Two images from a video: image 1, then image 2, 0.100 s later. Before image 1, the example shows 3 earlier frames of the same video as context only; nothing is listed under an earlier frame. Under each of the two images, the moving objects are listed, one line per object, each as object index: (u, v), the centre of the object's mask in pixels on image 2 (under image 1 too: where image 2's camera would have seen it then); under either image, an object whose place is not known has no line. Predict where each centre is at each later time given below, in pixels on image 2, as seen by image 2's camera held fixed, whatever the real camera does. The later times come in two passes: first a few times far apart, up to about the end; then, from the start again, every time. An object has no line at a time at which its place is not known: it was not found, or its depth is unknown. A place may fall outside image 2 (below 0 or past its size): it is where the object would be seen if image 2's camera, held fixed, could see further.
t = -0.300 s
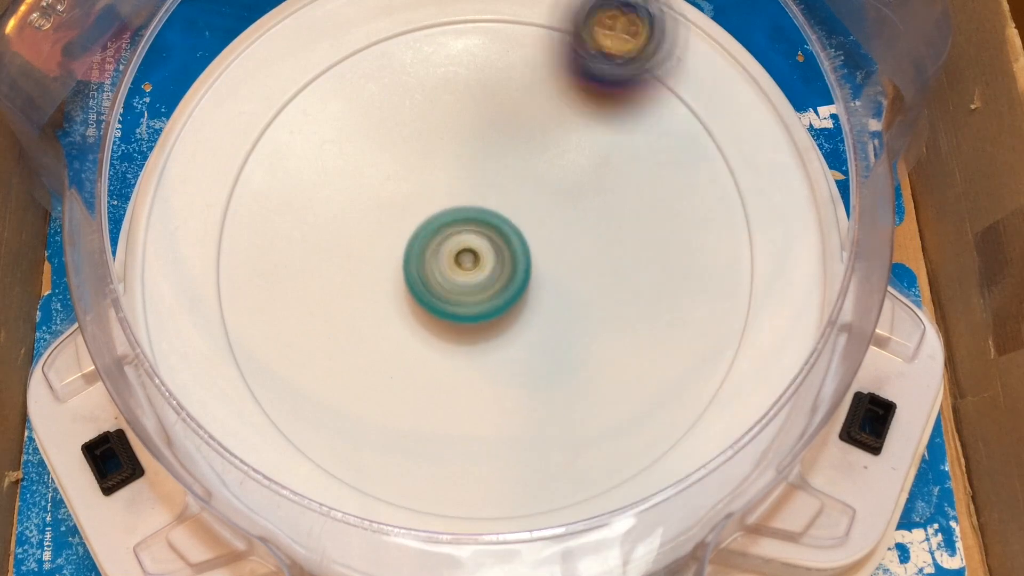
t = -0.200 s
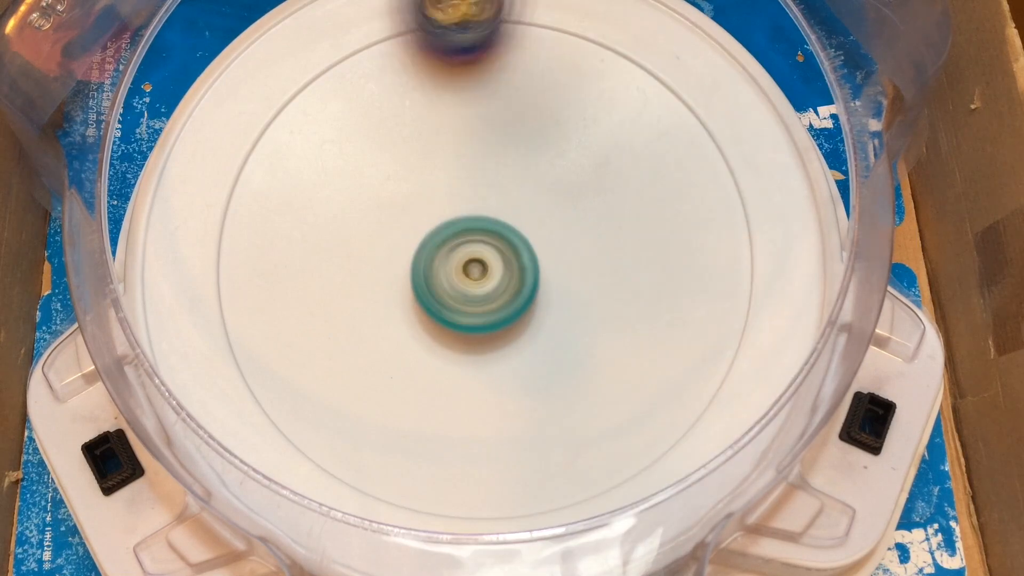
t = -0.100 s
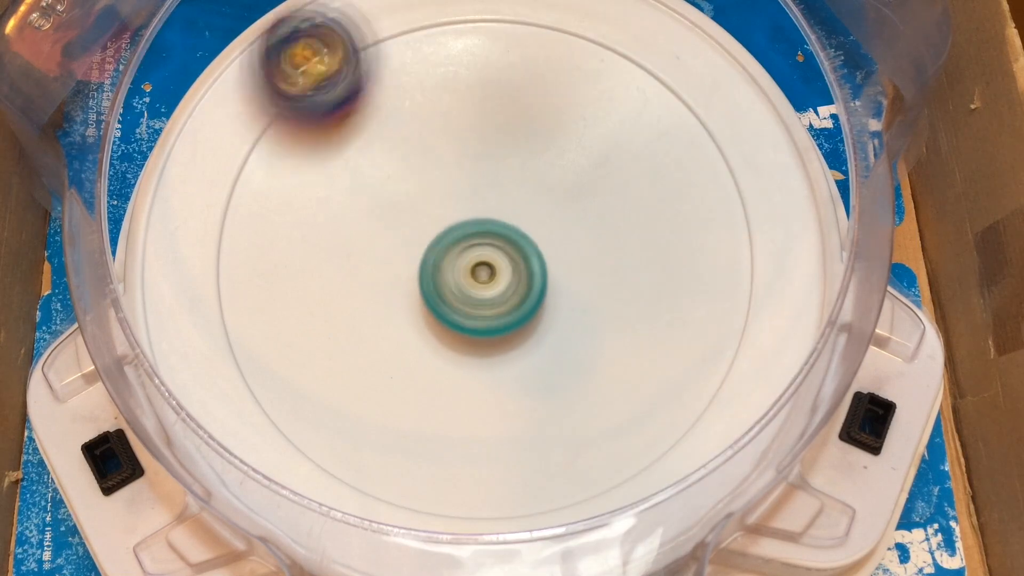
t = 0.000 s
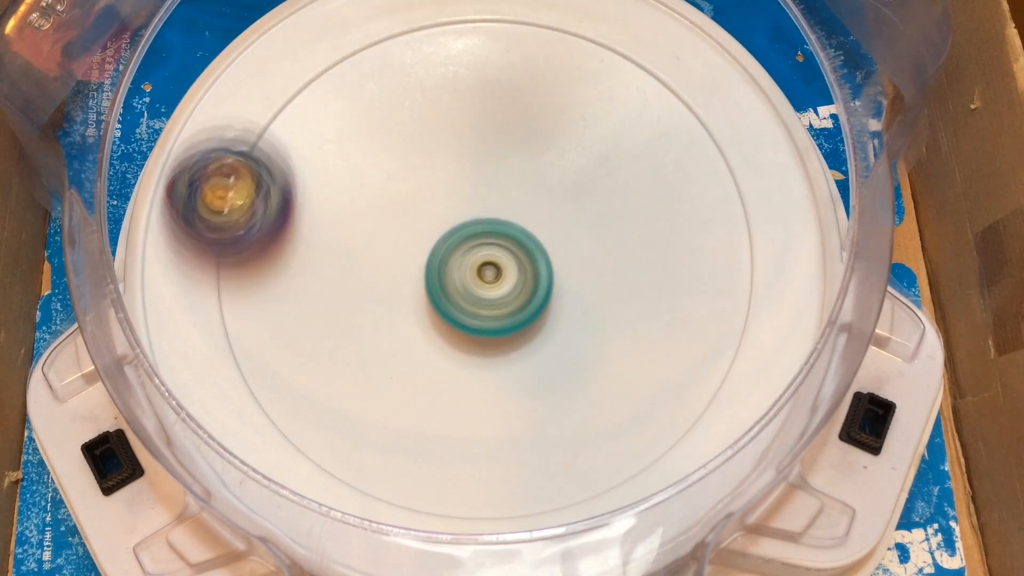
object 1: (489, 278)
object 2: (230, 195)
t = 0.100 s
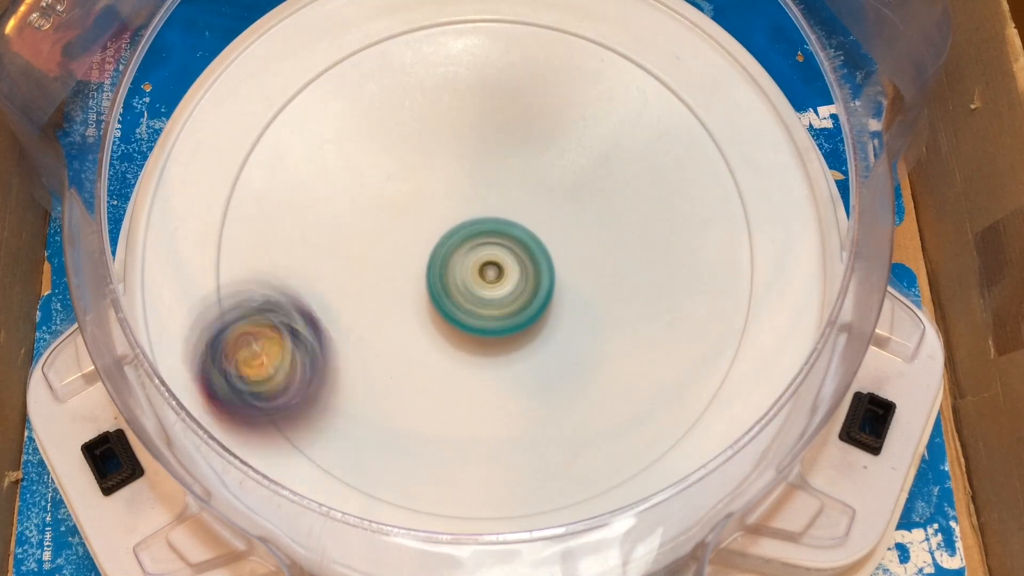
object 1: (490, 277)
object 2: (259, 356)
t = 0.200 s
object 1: (488, 275)
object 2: (404, 459)
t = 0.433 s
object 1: (473, 278)
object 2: (722, 311)
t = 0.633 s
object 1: (453, 272)
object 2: (648, 62)
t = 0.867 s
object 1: (443, 252)
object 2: (333, 51)
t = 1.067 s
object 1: (451, 232)
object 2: (231, 320)
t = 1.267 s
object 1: (464, 222)
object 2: (490, 480)
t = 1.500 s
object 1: (472, 225)
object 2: (730, 273)
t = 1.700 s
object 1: (471, 225)
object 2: (606, 52)
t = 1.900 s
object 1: (470, 223)
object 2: (340, 49)
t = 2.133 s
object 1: (475, 223)
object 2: (237, 336)
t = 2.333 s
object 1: (478, 224)
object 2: (502, 466)
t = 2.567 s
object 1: (475, 228)
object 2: (708, 243)
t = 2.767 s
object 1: (468, 233)
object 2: (584, 45)
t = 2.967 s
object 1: (461, 238)
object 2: (339, 53)
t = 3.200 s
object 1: (458, 241)
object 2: (258, 331)
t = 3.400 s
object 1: (459, 240)
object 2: (510, 454)
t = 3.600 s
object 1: (460, 236)
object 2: (704, 294)
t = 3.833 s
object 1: (461, 232)
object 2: (597, 59)
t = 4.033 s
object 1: (465, 228)
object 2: (358, 66)
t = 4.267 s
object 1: (469, 226)
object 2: (262, 328)
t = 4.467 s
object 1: (469, 226)
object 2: (485, 458)
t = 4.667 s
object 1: (470, 227)
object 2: (682, 313)
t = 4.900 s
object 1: (470, 228)
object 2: (597, 80)
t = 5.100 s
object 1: (469, 228)
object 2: (372, 61)
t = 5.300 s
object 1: (467, 230)
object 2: (251, 256)
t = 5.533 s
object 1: (464, 232)
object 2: (461, 438)
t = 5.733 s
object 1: (462, 232)
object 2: (666, 321)
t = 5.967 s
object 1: (462, 233)
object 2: (614, 95)
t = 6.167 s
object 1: (462, 231)
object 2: (403, 60)
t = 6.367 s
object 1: (464, 230)
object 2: (273, 235)
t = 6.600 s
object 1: (466, 229)
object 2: (440, 432)
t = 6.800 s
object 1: (467, 230)
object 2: (648, 341)
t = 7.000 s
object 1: (467, 229)
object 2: (640, 151)
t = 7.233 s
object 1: (466, 231)
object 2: (420, 71)
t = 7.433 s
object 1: (465, 232)
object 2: (279, 215)
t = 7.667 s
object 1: (465, 233)
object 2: (413, 411)
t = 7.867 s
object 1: (465, 233)
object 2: (619, 345)
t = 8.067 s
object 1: (464, 232)
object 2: (636, 161)
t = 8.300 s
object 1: (463, 232)
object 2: (441, 71)
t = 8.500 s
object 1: (463, 230)
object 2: (302, 199)
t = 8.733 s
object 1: (466, 229)
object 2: (408, 396)
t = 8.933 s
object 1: (467, 229)
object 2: (610, 355)
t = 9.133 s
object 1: (468, 228)
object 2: (637, 182)
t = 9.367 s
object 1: (468, 229)
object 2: (457, 86)
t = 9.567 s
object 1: (467, 230)
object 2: (310, 191)
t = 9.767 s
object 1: (466, 231)
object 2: (356, 367)
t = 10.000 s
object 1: (464, 232)
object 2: (582, 360)
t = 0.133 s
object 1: (490, 277)
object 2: (297, 399)
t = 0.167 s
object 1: (489, 276)
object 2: (349, 437)
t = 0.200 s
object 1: (488, 275)
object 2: (404, 459)
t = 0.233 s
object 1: (487, 275)
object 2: (464, 466)
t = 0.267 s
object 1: (485, 275)
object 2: (524, 464)
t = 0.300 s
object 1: (484, 276)
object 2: (580, 449)
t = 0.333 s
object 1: (482, 276)
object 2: (628, 426)
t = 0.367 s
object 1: (479, 277)
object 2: (670, 392)
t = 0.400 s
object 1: (476, 278)
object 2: (701, 354)
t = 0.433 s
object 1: (473, 278)
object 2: (722, 311)
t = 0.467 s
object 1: (470, 278)
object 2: (735, 265)
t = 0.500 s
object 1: (467, 278)
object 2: (736, 218)
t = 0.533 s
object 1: (463, 277)
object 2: (726, 172)
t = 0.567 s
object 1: (460, 276)
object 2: (709, 132)
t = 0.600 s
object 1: (456, 275)
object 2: (682, 97)
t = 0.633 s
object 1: (453, 272)
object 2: (648, 62)
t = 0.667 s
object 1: (450, 270)
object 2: (609, 41)
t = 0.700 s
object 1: (448, 267)
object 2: (565, 31)
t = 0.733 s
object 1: (446, 264)
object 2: (518, 25)
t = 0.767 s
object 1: (445, 262)
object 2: (470, 24)
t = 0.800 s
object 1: (444, 258)
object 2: (421, 28)
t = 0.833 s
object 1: (443, 255)
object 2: (374, 36)
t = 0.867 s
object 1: (443, 252)
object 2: (333, 51)
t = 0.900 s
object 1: (443, 248)
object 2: (292, 81)
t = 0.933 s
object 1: (444, 245)
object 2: (261, 119)
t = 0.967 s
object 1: (446, 241)
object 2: (236, 164)
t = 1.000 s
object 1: (447, 238)
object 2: (223, 216)
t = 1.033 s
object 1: (449, 235)
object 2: (220, 267)
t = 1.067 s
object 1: (451, 232)
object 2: (231, 320)
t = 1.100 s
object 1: (453, 230)
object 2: (252, 368)
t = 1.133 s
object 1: (455, 227)
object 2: (286, 408)
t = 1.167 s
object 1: (457, 225)
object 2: (327, 440)
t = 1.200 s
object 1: (460, 224)
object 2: (381, 466)
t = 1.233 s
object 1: (462, 223)
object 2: (432, 478)
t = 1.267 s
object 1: (464, 222)
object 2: (490, 480)
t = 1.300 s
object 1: (466, 222)
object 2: (544, 475)
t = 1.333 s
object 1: (467, 222)
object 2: (593, 458)
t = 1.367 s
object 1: (469, 223)
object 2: (640, 433)
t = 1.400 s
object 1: (470, 223)
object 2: (677, 402)
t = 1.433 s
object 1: (471, 224)
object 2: (705, 359)
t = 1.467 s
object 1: (472, 224)
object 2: (722, 316)
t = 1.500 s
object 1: (472, 225)
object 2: (730, 273)
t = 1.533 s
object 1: (472, 225)
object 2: (728, 229)
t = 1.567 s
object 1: (472, 226)
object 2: (718, 186)
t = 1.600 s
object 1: (472, 226)
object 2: (700, 145)
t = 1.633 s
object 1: (471, 225)
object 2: (674, 110)
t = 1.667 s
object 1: (471, 225)
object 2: (642, 78)
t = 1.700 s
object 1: (471, 225)
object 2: (606, 52)
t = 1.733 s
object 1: (470, 225)
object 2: (563, 38)
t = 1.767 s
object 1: (470, 225)
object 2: (519, 32)
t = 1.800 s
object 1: (469, 224)
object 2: (473, 29)
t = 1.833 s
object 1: (469, 224)
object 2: (427, 32)
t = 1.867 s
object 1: (469, 223)
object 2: (383, 39)
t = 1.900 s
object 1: (470, 223)
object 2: (340, 49)
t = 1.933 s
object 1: (470, 223)
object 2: (301, 72)
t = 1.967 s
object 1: (470, 223)
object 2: (267, 108)
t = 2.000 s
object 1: (471, 222)
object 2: (243, 146)
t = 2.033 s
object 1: (472, 222)
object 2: (227, 194)
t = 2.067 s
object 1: (473, 222)
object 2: (218, 242)
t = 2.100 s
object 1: (474, 222)
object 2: (222, 290)
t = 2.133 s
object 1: (475, 223)
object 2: (237, 336)
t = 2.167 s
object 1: (476, 223)
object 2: (262, 378)
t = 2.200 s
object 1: (477, 223)
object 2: (300, 415)
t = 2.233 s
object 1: (477, 223)
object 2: (343, 442)
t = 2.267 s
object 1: (477, 223)
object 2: (398, 461)
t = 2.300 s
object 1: (478, 224)
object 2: (449, 468)
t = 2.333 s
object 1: (478, 224)
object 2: (502, 466)
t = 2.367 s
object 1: (478, 225)
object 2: (555, 453)
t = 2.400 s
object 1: (477, 225)
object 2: (601, 432)
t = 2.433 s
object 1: (477, 226)
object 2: (639, 401)
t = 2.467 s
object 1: (476, 226)
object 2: (669, 365)
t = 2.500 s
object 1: (476, 227)
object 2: (691, 327)
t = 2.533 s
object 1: (475, 227)
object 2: (703, 287)
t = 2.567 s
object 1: (475, 228)
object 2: (708, 243)
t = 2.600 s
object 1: (474, 229)
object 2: (703, 203)
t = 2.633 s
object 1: (473, 230)
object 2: (693, 164)
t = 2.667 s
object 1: (471, 231)
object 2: (676, 128)
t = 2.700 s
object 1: (470, 232)
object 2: (651, 96)
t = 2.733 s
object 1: (469, 232)
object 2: (620, 65)
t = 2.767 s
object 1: (468, 233)
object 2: (584, 45)
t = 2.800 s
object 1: (467, 234)
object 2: (544, 36)
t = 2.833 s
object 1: (465, 235)
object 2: (502, 31)
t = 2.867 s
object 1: (464, 236)
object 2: (459, 30)
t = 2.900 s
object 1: (463, 237)
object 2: (417, 34)
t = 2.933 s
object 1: (462, 238)
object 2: (375, 41)
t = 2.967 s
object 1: (461, 238)
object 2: (339, 53)
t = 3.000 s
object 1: (460, 239)
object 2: (306, 80)
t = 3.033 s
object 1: (460, 240)
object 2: (274, 115)
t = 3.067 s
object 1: (459, 240)
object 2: (254, 152)
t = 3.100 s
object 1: (459, 241)
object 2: (240, 195)
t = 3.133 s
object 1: (458, 241)
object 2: (235, 241)
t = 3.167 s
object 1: (458, 241)
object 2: (241, 287)
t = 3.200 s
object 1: (458, 241)
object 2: (258, 331)
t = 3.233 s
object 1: (458, 241)
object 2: (283, 370)
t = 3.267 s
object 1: (458, 241)
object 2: (317, 403)
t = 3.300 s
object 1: (458, 241)
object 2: (359, 430)
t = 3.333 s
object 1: (458, 240)
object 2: (405, 448)
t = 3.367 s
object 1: (458, 240)
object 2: (456, 456)
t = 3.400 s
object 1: (459, 240)
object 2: (510, 454)
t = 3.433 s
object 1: (459, 239)
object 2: (558, 445)
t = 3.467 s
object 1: (459, 239)
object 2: (599, 425)
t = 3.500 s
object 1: (459, 239)
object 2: (636, 398)
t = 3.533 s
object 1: (459, 238)
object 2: (667, 368)
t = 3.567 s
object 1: (459, 237)
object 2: (691, 332)
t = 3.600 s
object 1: (460, 236)
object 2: (704, 294)
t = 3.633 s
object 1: (460, 236)
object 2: (710, 254)
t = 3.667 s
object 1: (460, 235)
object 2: (707, 214)
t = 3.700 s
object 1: (460, 235)
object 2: (698, 176)
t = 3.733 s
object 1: (460, 234)
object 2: (682, 143)
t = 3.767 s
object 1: (460, 233)
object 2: (660, 111)
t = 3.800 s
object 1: (461, 232)
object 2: (631, 84)
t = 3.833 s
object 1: (461, 232)
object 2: (597, 59)
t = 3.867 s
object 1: (462, 231)
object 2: (560, 46)
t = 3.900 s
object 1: (462, 230)
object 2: (520, 39)
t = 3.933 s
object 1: (463, 230)
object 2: (476, 40)
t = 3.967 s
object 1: (463, 229)
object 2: (434, 42)
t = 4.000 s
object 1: (464, 228)
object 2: (396, 49)
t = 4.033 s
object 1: (465, 228)
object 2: (358, 66)
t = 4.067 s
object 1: (466, 227)
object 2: (321, 92)
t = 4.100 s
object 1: (467, 227)
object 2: (293, 123)
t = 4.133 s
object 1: (468, 227)
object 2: (271, 158)
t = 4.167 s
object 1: (468, 227)
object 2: (255, 199)
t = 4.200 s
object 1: (469, 227)
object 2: (248, 244)
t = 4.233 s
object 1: (469, 226)
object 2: (250, 285)
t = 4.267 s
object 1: (469, 226)
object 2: (262, 328)
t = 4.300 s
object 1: (469, 226)
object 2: (284, 366)
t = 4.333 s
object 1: (469, 226)
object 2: (311, 398)
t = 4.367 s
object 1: (469, 226)
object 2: (347, 426)
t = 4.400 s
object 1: (469, 226)
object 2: (395, 445)
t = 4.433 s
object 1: (469, 226)
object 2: (439, 456)
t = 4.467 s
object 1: (469, 226)
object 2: (485, 458)
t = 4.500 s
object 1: (469, 226)
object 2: (530, 451)
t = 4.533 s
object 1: (470, 226)
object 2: (573, 435)
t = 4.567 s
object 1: (470, 227)
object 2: (612, 410)
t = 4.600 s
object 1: (470, 227)
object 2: (643, 382)
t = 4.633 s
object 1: (470, 227)
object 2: (667, 349)
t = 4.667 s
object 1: (470, 227)
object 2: (682, 313)
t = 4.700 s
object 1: (470, 227)
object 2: (689, 274)
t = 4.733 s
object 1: (470, 227)
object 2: (689, 236)
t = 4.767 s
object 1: (470, 228)
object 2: (682, 198)
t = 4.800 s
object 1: (470, 228)
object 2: (668, 164)
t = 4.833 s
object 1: (470, 228)
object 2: (649, 133)
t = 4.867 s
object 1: (470, 228)
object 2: (625, 107)
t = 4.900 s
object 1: (470, 228)
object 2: (597, 80)
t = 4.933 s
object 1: (470, 228)
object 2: (561, 62)
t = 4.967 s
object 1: (470, 228)
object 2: (525, 49)
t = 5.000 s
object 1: (470, 228)
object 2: (485, 44)
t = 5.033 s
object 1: (469, 228)
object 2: (446, 45)
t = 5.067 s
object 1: (469, 228)
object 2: (407, 50)
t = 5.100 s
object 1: (469, 228)
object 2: (372, 61)
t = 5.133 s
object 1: (468, 228)
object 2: (336, 82)
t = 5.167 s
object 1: (468, 229)
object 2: (306, 108)
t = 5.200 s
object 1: (468, 229)
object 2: (282, 139)
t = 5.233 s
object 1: (468, 229)
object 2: (264, 174)
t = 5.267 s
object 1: (467, 230)
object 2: (253, 217)
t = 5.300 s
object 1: (467, 230)
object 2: (251, 256)
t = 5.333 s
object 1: (467, 231)
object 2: (258, 296)
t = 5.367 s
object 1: (466, 231)
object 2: (275, 334)
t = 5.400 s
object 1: (466, 232)
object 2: (303, 370)
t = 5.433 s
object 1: (465, 232)
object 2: (334, 398)
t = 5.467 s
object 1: (465, 232)
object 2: (372, 420)
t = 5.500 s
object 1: (464, 232)
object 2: (414, 433)
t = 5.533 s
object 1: (464, 232)
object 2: (461, 438)
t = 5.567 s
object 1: (464, 232)
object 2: (506, 435)
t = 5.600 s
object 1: (463, 232)
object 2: (551, 424)
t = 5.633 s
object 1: (463, 232)
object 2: (588, 405)
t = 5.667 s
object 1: (463, 233)
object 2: (621, 381)
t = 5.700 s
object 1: (463, 233)
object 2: (646, 352)
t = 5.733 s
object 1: (462, 232)
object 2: (666, 321)
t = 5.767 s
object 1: (462, 232)
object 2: (679, 284)
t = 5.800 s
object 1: (462, 233)
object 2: (684, 249)
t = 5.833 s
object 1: (463, 233)
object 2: (682, 213)
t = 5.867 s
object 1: (462, 233)
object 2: (673, 179)
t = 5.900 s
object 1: (462, 233)
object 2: (657, 148)
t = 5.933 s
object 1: (462, 233)
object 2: (639, 120)
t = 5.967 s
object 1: (462, 233)
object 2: (614, 95)
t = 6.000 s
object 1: (462, 232)
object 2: (583, 73)
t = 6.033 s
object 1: (462, 232)
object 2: (550, 58)
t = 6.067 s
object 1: (462, 232)
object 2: (514, 50)
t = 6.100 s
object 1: (462, 232)
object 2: (475, 49)
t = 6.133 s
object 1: (462, 232)
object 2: (439, 51)
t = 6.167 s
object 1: (462, 231)
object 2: (403, 60)
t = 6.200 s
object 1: (463, 231)
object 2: (369, 78)
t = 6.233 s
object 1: (463, 231)
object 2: (340, 99)
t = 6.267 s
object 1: (463, 231)
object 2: (314, 127)
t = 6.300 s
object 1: (463, 230)
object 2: (292, 162)
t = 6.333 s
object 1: (464, 230)
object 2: (279, 199)
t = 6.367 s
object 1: (464, 230)
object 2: (273, 235)
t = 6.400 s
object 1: (464, 229)
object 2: (275, 272)
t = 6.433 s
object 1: (465, 229)
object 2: (285, 311)
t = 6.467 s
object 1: (465, 229)
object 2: (302, 346)
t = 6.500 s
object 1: (466, 229)
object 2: (330, 378)
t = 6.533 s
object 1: (466, 229)
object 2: (361, 404)
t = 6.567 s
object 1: (466, 229)
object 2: (399, 421)
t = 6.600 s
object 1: (466, 229)
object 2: (440, 432)
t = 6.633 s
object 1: (467, 229)
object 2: (482, 433)
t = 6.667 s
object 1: (467, 229)
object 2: (523, 429)
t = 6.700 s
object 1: (467, 229)
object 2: (563, 416)
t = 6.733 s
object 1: (467, 229)
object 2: (596, 397)
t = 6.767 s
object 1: (467, 229)
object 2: (625, 372)
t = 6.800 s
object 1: (467, 230)
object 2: (648, 341)
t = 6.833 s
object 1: (467, 229)
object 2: (664, 310)
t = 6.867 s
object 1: (467, 229)
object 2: (672, 277)
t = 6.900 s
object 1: (467, 229)
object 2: (673, 243)
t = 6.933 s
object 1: (467, 229)
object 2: (667, 211)
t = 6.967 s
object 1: (467, 229)
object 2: (656, 179)
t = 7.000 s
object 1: (467, 229)
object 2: (640, 151)
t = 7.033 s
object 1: (467, 229)
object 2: (617, 125)
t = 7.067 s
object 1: (467, 229)
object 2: (591, 101)
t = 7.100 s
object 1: (467, 229)
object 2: (560, 85)
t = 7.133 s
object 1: (467, 230)
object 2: (526, 73)
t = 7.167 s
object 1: (467, 230)
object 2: (492, 67)
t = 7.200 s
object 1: (467, 231)
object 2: (456, 66)
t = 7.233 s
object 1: (466, 231)
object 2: (420, 71)
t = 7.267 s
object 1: (466, 231)
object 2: (387, 84)
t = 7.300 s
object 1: (466, 232)
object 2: (355, 101)
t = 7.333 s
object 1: (466, 232)
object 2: (328, 123)
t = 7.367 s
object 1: (465, 232)
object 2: (306, 149)
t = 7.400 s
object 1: (465, 232)
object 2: (289, 181)
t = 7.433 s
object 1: (465, 232)
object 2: (279, 215)
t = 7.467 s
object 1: (465, 232)
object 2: (276, 249)
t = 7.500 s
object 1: (465, 232)
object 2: (281, 288)
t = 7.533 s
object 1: (465, 232)
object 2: (294, 323)
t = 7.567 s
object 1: (465, 232)
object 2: (315, 354)
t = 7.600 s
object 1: (465, 232)
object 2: (343, 380)
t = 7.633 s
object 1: (465, 232)
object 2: (377, 399)
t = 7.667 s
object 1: (465, 233)
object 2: (413, 411)
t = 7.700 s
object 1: (465, 232)
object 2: (453, 416)
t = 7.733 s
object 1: (465, 232)
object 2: (491, 414)
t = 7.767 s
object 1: (465, 232)
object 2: (529, 407)
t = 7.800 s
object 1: (465, 232)
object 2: (563, 391)
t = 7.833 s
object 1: (465, 232)
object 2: (594, 370)
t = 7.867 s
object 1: (465, 233)
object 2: (619, 345)
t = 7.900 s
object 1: (465, 233)
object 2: (637, 316)
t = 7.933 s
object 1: (464, 233)
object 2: (649, 286)
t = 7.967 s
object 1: (464, 233)
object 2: (655, 253)
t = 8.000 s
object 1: (464, 232)
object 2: (654, 221)
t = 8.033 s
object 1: (464, 232)
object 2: (647, 191)
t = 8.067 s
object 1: (464, 232)
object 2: (636, 161)
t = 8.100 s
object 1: (464, 232)
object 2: (618, 136)
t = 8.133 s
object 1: (463, 232)
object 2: (596, 112)
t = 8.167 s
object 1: (463, 232)
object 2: (570, 93)
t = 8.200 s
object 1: (463, 232)
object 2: (541, 79)
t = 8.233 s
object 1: (463, 232)
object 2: (508, 71)
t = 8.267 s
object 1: (463, 232)
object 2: (475, 69)
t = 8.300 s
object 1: (463, 232)
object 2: (441, 71)
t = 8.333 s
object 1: (463, 232)
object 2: (409, 81)
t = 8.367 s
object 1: (463, 232)
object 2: (379, 95)
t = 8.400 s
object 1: (463, 231)
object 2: (352, 115)
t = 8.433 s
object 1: (463, 231)
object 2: (330, 139)
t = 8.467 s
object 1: (463, 230)
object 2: (313, 167)
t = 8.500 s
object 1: (463, 230)
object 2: (302, 199)
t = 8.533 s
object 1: (464, 230)
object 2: (297, 235)
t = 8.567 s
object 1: (464, 230)
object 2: (299, 269)
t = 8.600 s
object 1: (464, 230)
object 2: (308, 301)
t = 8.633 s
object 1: (465, 229)
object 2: (324, 333)
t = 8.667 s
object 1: (465, 229)
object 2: (346, 359)
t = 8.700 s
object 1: (465, 229)
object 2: (375, 381)
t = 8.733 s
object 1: (466, 229)
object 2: (408, 396)
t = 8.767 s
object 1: (466, 229)
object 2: (444, 405)
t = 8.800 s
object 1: (467, 229)
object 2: (482, 408)
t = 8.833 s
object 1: (467, 229)
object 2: (518, 405)
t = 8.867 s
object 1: (467, 229)
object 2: (554, 394)
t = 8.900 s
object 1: (467, 229)
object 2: (584, 377)
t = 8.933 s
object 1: (467, 229)
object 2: (610, 355)
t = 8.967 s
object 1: (467, 228)
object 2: (630, 329)
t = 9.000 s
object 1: (468, 228)
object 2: (644, 299)
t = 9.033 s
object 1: (468, 228)
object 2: (651, 271)
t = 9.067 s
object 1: (468, 228)
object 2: (652, 242)
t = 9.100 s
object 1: (468, 228)
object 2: (647, 211)
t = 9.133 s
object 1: (468, 228)
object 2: (637, 182)
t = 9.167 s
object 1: (468, 228)
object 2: (621, 157)
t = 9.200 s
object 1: (468, 228)
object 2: (602, 134)
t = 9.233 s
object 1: (468, 228)
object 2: (579, 115)
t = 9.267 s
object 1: (468, 228)
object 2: (552, 101)
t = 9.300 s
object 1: (468, 229)
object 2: (521, 90)
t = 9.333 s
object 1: (468, 229)
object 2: (490, 86)
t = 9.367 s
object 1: (468, 229)
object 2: (457, 86)
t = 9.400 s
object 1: (468, 228)
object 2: (426, 91)
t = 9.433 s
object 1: (468, 228)
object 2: (397, 101)
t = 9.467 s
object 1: (468, 229)
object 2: (369, 117)
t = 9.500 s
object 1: (468, 229)
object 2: (344, 138)
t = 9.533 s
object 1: (468, 229)
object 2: (324, 163)
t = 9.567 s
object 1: (467, 230)
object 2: (310, 191)
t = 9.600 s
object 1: (467, 230)
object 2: (301, 222)
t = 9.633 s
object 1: (467, 230)
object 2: (299, 255)
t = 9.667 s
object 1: (466, 230)
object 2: (303, 285)
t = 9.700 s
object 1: (466, 231)
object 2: (314, 316)
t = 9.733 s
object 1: (466, 231)
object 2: (332, 344)
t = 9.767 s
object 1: (466, 231)
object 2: (356, 367)
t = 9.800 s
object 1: (465, 231)
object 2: (385, 385)
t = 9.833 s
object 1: (465, 231)
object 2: (418, 397)
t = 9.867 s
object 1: (465, 231)
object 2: (456, 403)
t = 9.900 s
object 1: (465, 231)
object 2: (491, 399)
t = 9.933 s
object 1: (465, 232)
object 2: (525, 392)
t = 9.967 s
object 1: (465, 232)
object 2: (556, 380)
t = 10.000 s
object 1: (464, 232)
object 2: (582, 360)
